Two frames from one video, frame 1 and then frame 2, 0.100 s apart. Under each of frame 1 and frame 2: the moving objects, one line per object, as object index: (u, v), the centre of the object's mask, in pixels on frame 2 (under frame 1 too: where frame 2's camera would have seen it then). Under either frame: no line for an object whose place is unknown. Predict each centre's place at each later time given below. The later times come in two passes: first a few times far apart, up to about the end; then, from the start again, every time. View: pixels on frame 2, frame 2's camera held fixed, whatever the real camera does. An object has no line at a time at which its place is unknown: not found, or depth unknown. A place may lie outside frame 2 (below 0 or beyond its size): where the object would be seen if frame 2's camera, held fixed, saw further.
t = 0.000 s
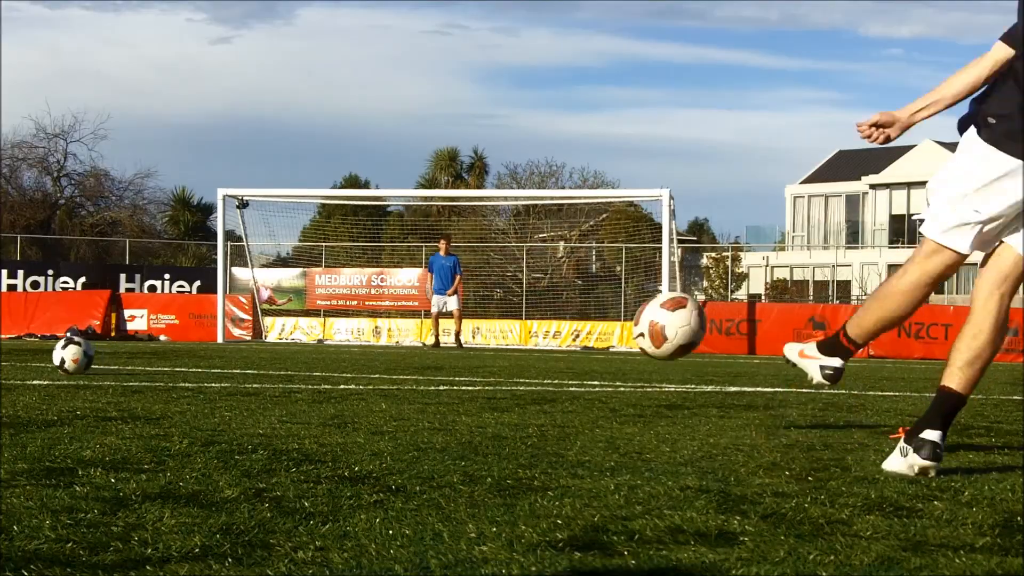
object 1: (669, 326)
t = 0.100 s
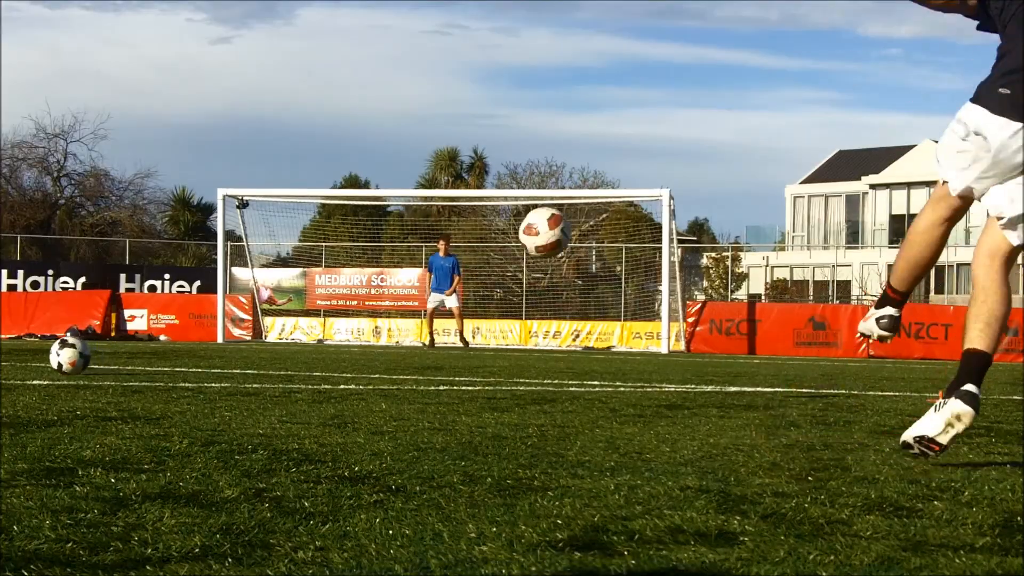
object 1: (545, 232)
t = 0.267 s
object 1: (448, 167)
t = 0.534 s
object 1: (384, 144)
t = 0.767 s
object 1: (362, 149)
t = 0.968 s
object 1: (350, 165)
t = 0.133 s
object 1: (518, 214)
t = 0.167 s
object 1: (496, 198)
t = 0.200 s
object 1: (478, 185)
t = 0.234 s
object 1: (461, 175)
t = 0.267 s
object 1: (448, 167)
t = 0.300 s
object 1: (436, 162)
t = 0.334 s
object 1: (426, 157)
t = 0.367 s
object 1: (416, 153)
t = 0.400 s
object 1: (408, 150)
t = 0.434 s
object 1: (400, 147)
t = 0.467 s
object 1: (394, 146)
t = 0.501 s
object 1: (388, 144)
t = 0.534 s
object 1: (384, 144)
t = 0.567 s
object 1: (380, 143)
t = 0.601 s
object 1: (376, 143)
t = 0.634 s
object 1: (373, 143)
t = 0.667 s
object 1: (369, 145)
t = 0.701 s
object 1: (367, 146)
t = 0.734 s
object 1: (364, 147)
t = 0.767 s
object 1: (362, 149)
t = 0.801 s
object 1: (360, 151)
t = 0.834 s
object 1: (357, 154)
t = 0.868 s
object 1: (356, 156)
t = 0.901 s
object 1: (354, 159)
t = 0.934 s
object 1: (352, 162)
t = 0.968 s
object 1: (350, 165)
